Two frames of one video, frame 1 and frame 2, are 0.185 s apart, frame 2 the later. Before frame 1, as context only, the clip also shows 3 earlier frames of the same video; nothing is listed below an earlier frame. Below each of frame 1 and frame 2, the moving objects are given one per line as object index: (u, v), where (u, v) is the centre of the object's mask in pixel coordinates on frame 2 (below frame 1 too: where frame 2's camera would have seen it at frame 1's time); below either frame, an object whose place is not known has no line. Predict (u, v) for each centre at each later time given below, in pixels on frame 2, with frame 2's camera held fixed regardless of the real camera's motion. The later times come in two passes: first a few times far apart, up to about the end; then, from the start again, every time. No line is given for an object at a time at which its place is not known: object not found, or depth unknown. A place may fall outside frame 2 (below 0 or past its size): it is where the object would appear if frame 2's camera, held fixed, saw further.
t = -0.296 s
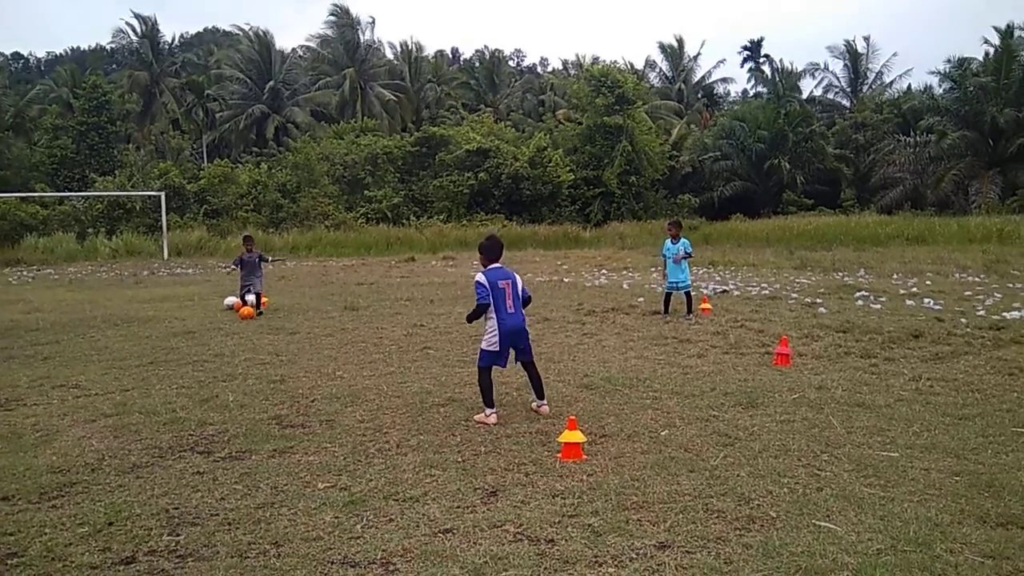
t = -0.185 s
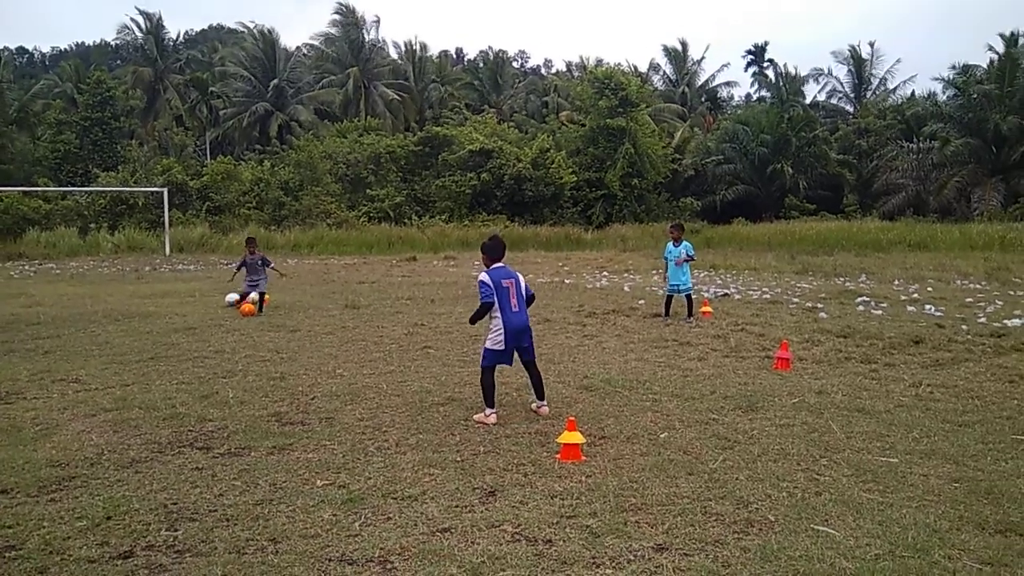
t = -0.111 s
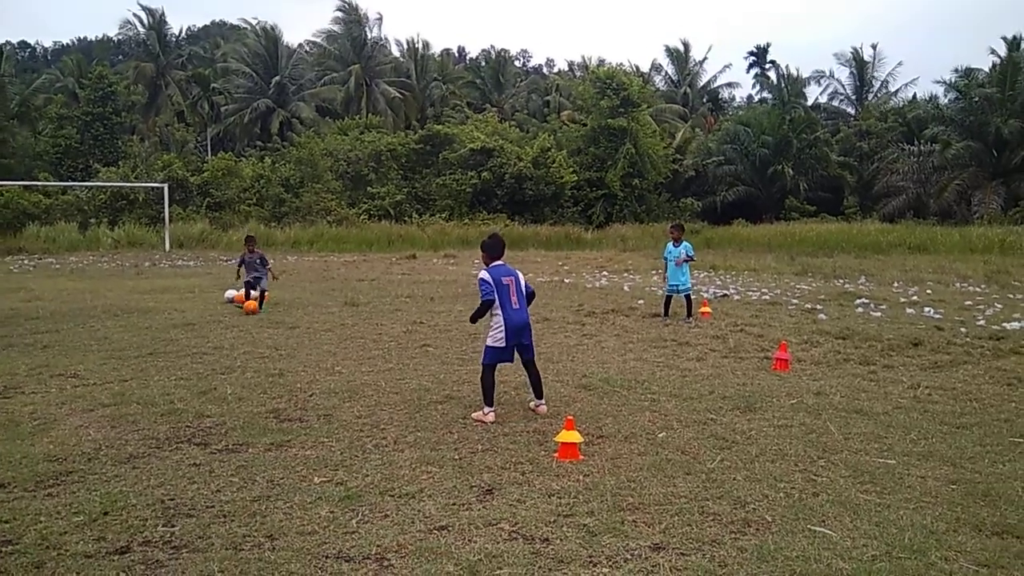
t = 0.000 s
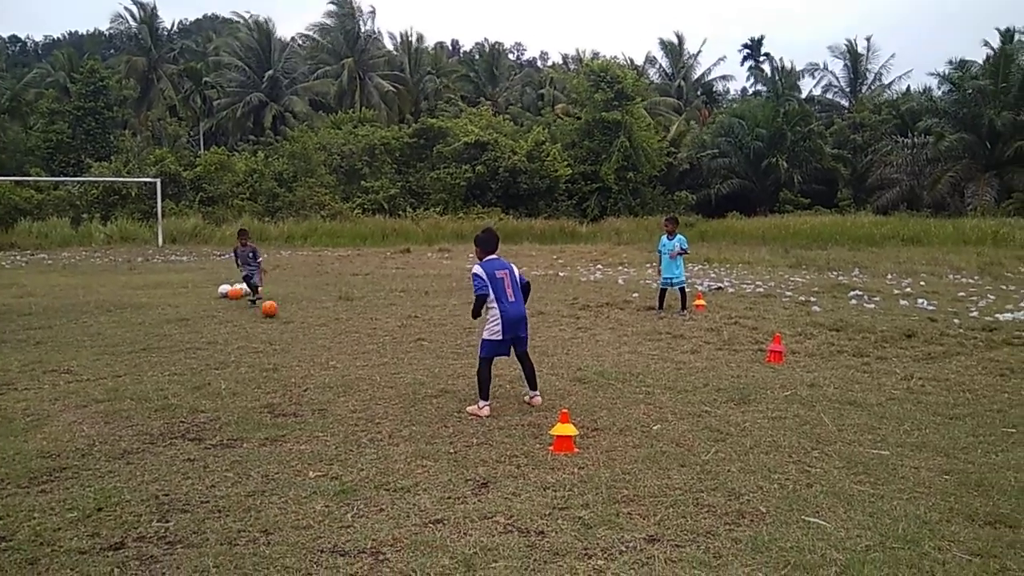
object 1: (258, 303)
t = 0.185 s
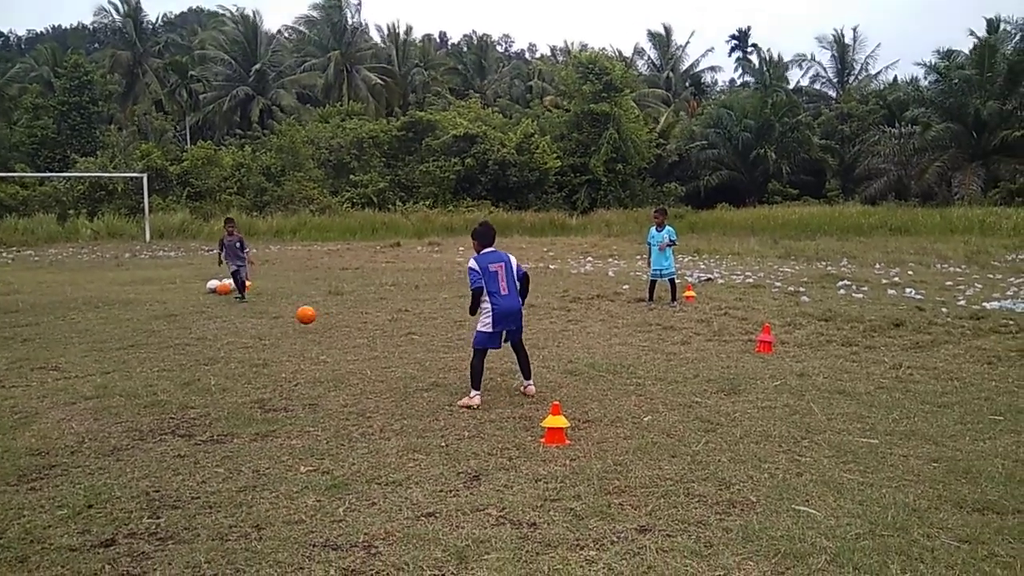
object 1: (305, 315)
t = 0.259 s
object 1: (327, 321)
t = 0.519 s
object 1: (410, 346)
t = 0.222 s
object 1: (316, 317)
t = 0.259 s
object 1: (327, 321)
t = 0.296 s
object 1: (339, 326)
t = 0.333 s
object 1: (351, 333)
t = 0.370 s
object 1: (364, 342)
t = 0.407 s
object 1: (375, 342)
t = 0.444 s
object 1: (386, 342)
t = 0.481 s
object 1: (398, 343)
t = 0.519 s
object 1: (410, 346)
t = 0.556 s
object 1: (424, 351)
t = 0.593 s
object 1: (438, 358)
